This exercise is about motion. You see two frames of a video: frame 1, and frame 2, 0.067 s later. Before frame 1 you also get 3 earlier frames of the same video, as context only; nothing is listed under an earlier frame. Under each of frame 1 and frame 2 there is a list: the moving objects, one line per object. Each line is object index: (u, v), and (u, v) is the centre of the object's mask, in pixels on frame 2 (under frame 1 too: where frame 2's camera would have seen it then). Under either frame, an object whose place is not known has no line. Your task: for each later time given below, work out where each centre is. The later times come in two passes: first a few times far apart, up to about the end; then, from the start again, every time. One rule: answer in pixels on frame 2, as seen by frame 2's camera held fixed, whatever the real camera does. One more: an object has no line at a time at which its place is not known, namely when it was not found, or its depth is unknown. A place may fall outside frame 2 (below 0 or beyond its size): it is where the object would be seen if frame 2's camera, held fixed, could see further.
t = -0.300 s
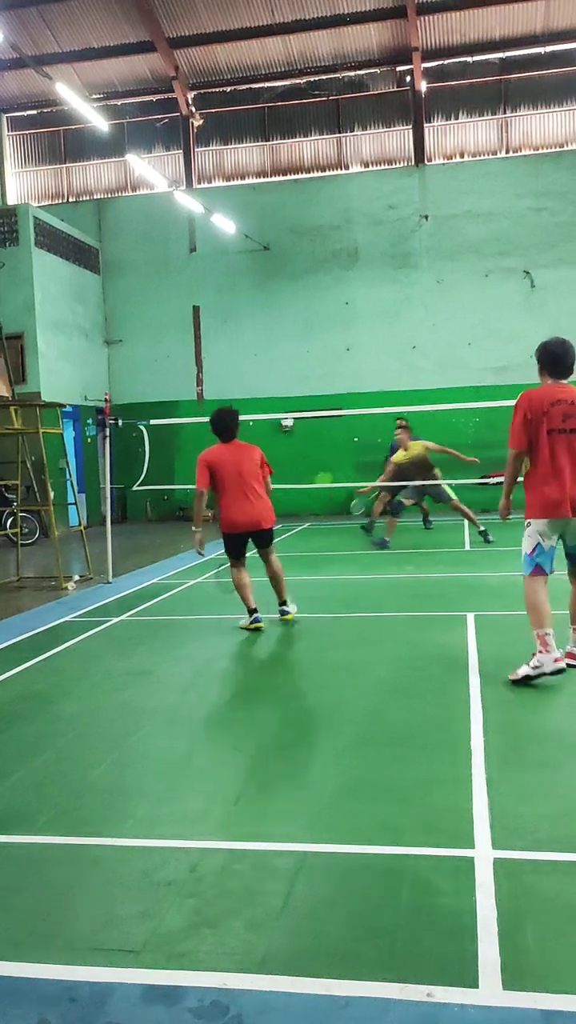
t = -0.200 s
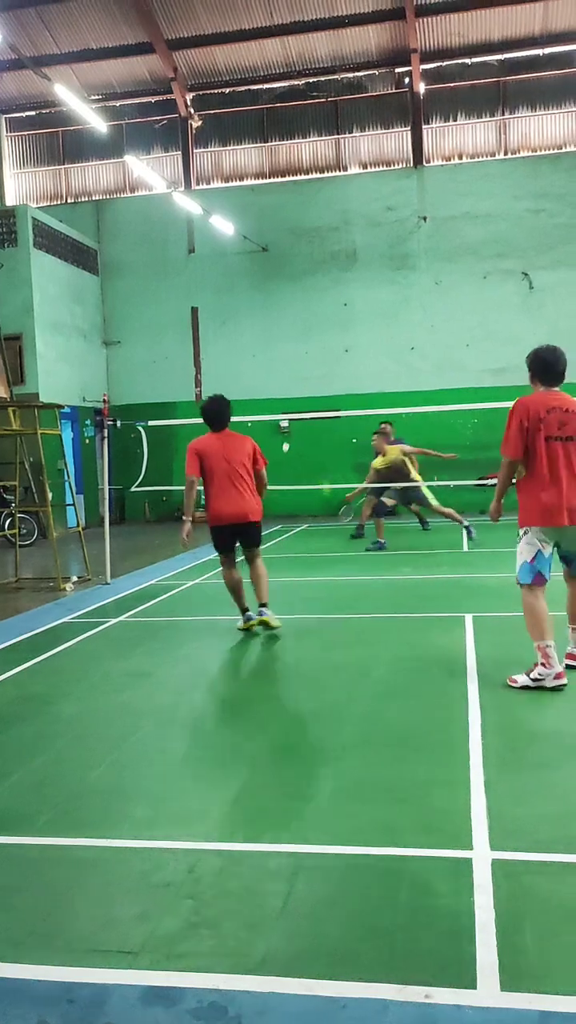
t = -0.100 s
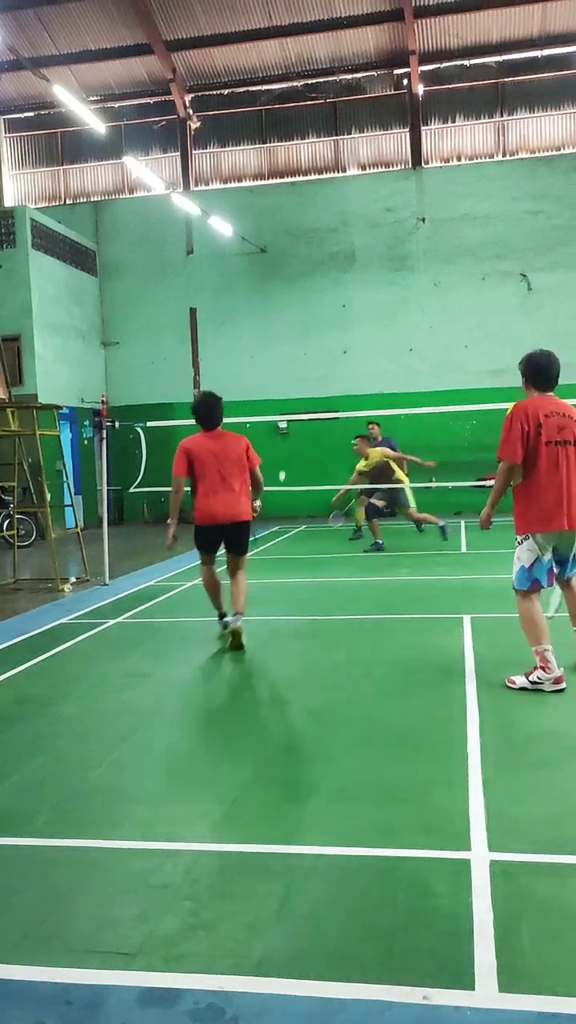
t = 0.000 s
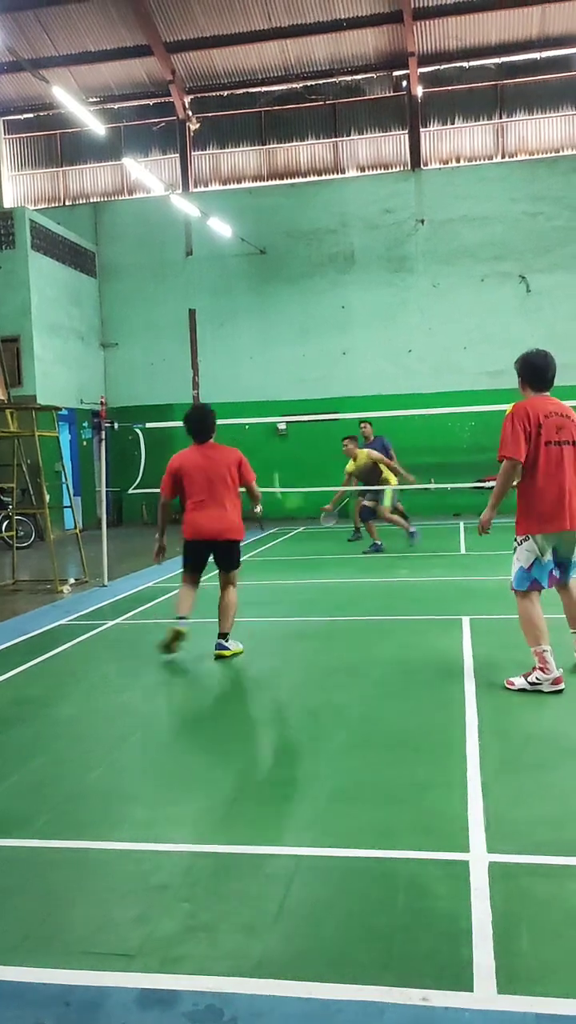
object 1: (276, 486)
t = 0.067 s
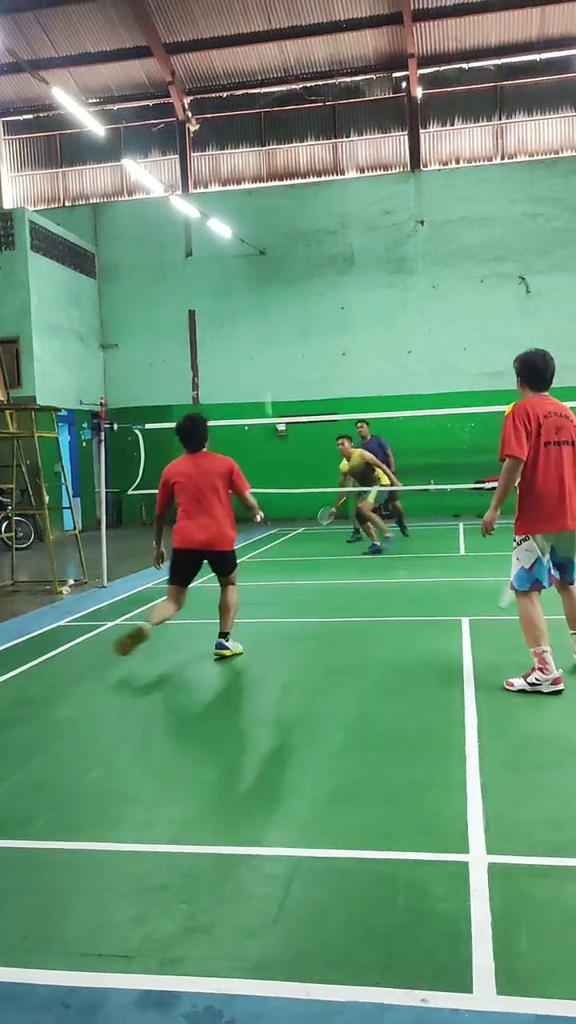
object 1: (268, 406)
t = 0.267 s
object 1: (257, 221)
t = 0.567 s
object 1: (243, 48)
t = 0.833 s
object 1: (235, 9)
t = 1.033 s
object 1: (235, 87)
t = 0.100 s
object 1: (265, 369)
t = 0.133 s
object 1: (261, 335)
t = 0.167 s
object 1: (265, 304)
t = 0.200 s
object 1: (262, 275)
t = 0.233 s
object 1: (259, 247)
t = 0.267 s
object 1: (257, 221)
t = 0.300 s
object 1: (256, 198)
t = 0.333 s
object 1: (254, 175)
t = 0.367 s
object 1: (252, 150)
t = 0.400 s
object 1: (250, 131)
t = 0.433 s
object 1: (248, 111)
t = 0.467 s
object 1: (247, 93)
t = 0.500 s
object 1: (245, 77)
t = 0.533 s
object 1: (244, 61)
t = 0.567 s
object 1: (243, 48)
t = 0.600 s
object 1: (242, 37)
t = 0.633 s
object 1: (241, 27)
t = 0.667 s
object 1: (240, 19)
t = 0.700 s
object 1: (239, 12)
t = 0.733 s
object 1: (238, 8)
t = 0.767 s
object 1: (237, 6)
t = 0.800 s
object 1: (236, 6)
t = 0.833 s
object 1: (235, 9)
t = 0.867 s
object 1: (235, 15)
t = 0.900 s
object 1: (235, 23)
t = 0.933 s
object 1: (235, 35)
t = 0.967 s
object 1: (235, 49)
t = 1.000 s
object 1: (235, 68)
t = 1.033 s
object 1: (235, 87)
